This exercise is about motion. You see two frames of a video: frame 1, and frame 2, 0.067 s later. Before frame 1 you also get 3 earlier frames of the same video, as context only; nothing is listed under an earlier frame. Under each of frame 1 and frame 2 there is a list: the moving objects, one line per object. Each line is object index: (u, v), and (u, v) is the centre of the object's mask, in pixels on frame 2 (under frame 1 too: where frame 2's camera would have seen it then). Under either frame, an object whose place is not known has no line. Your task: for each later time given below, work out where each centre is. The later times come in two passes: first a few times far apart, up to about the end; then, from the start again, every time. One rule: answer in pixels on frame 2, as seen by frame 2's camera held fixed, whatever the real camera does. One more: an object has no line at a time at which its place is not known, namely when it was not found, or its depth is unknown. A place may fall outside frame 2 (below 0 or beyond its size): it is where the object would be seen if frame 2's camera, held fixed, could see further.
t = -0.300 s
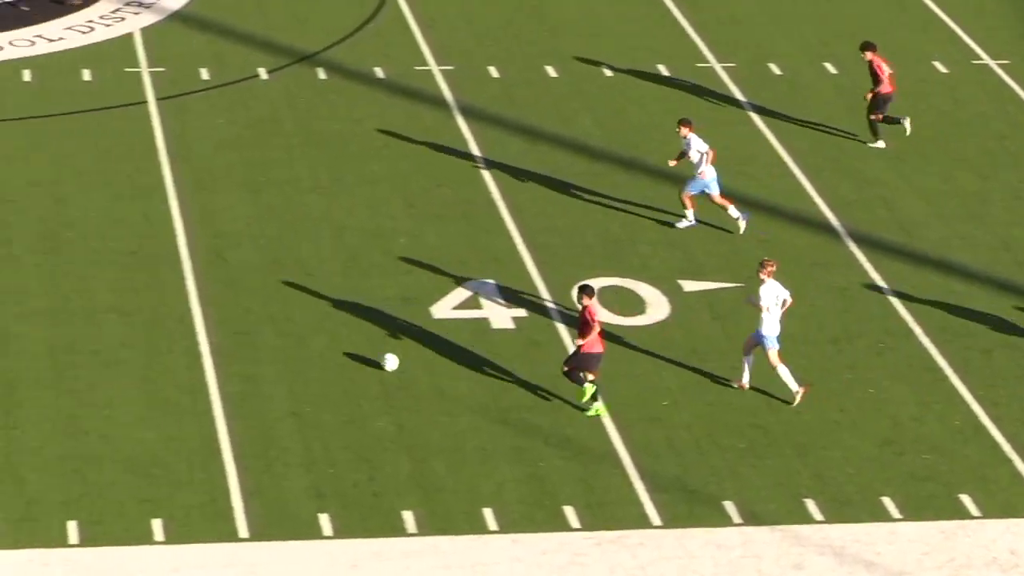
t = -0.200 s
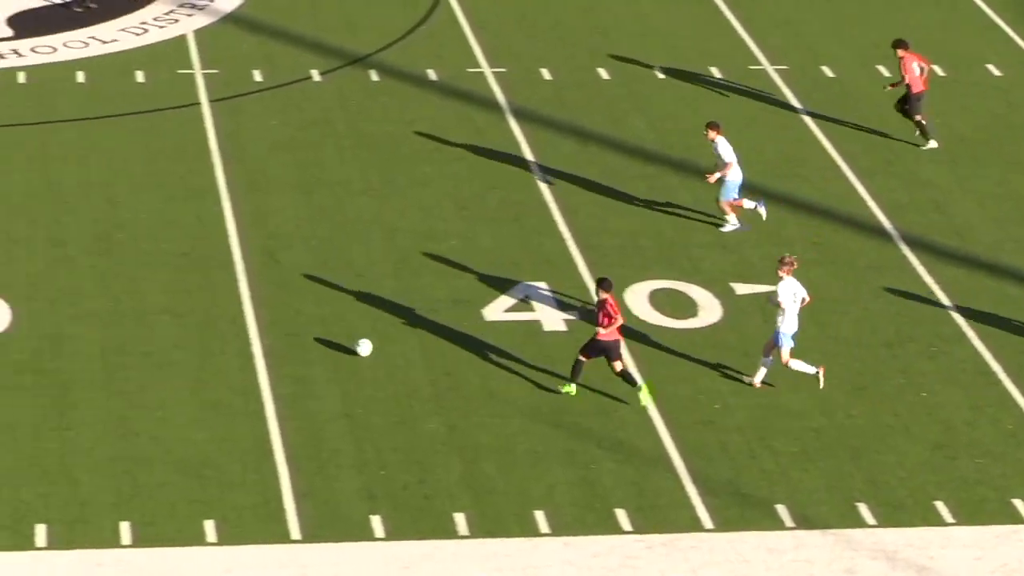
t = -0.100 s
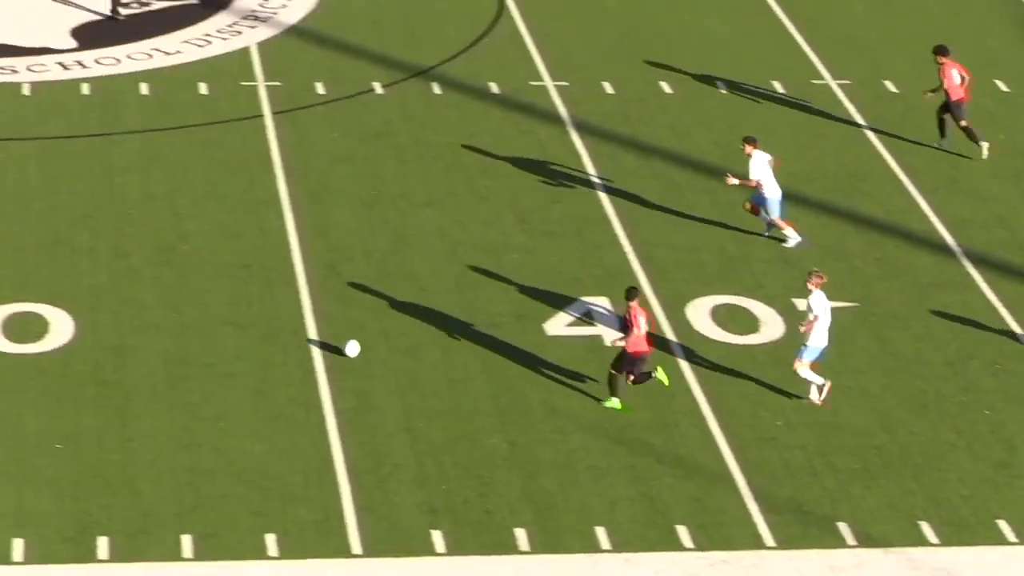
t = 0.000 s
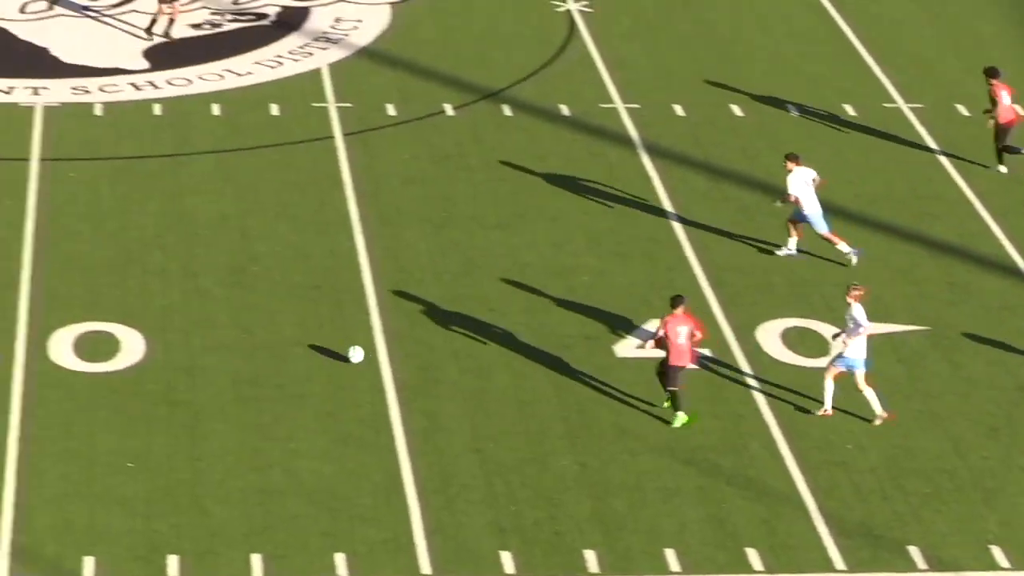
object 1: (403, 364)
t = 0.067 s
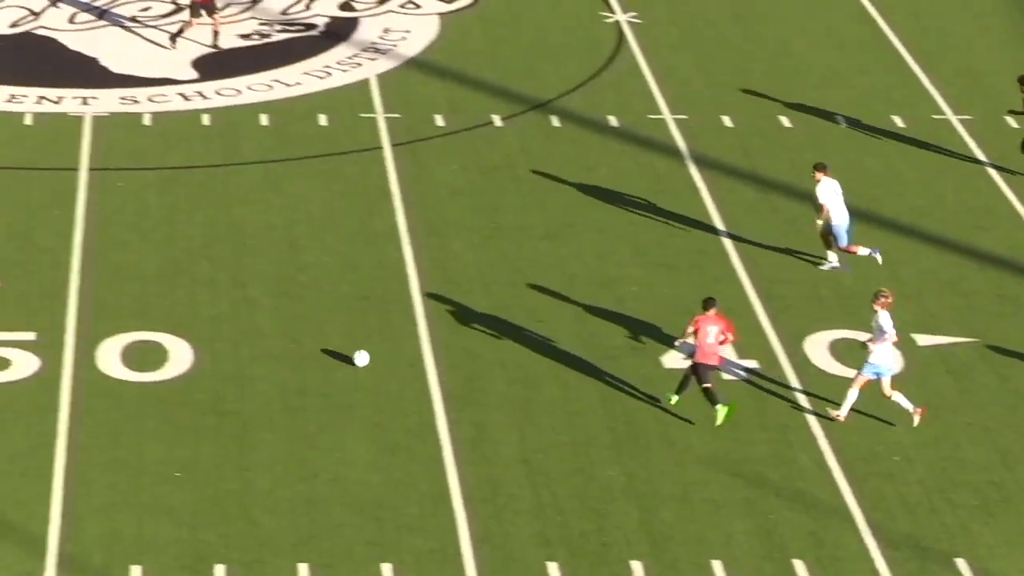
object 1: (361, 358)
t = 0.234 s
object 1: (269, 339)
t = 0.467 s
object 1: (162, 318)
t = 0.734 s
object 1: (53, 300)
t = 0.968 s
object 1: (-35, 284)
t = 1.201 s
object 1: (-117, 269)
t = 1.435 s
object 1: (-197, 256)
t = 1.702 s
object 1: (-282, 241)
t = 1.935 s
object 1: (-353, 227)
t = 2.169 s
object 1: (-421, 211)
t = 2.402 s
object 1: (-486, 199)
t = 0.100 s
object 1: (342, 353)
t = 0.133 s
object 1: (324, 348)
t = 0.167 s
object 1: (305, 344)
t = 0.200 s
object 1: (288, 342)
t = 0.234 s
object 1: (269, 339)
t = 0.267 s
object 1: (253, 335)
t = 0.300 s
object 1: (238, 331)
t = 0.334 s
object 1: (222, 328)
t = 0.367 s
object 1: (207, 325)
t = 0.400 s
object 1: (191, 324)
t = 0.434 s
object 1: (176, 322)
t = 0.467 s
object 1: (162, 318)
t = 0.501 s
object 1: (148, 315)
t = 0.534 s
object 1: (134, 313)
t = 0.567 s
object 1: (120, 311)
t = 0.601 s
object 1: (106, 310)
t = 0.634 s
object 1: (93, 307)
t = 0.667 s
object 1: (80, 304)
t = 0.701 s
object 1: (66, 302)
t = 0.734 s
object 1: (53, 300)
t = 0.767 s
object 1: (40, 299)
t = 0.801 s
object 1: (28, 295)
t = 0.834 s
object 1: (15, 293)
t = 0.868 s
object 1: (3, 292)
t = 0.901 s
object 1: (-10, 289)
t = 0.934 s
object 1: (-22, 286)
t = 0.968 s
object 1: (-35, 284)
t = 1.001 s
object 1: (-47, 282)
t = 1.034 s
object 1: (-59, 280)
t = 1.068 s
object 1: (-71, 278)
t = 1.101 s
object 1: (-82, 275)
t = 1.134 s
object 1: (-94, 274)
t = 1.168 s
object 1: (-106, 272)
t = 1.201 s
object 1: (-117, 269)
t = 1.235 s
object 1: (-129, 267)
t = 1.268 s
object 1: (-140, 266)
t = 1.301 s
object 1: (-152, 264)
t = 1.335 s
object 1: (-163, 262)
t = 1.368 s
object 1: (-174, 259)
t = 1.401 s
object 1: (-186, 258)
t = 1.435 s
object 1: (-197, 256)
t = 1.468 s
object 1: (-208, 253)
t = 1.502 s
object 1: (-218, 251)
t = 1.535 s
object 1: (-229, 250)
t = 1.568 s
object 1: (-240, 247)
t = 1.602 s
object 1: (-251, 244)
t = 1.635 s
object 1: (-261, 242)
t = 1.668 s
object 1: (-271, 242)
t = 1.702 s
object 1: (-282, 241)
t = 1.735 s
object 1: (-293, 238)
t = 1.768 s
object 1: (-302, 238)
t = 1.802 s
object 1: (-313, 236)
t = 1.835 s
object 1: (-323, 233)
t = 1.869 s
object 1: (-333, 232)
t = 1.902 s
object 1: (-343, 229)
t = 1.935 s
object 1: (-353, 227)
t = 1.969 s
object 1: (-363, 225)
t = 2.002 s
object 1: (-372, 223)
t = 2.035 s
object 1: (-382, 221)
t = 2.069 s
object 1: (-392, 218)
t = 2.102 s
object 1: (-402, 216)
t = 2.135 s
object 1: (-411, 213)
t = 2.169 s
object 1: (-421, 211)
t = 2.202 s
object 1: (-430, 209)
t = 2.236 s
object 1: (-439, 207)
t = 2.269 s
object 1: (-448, 205)
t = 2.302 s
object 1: (-458, 204)
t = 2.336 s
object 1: (-467, 203)
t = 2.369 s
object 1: (-477, 201)
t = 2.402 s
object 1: (-486, 199)
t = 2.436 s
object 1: (-494, 198)
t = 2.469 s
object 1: (-503, 196)
